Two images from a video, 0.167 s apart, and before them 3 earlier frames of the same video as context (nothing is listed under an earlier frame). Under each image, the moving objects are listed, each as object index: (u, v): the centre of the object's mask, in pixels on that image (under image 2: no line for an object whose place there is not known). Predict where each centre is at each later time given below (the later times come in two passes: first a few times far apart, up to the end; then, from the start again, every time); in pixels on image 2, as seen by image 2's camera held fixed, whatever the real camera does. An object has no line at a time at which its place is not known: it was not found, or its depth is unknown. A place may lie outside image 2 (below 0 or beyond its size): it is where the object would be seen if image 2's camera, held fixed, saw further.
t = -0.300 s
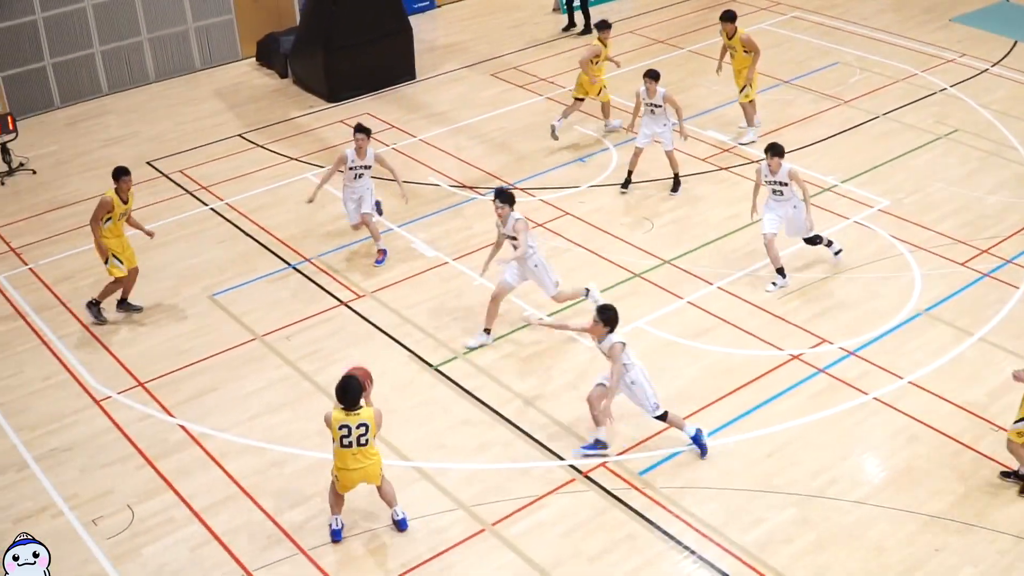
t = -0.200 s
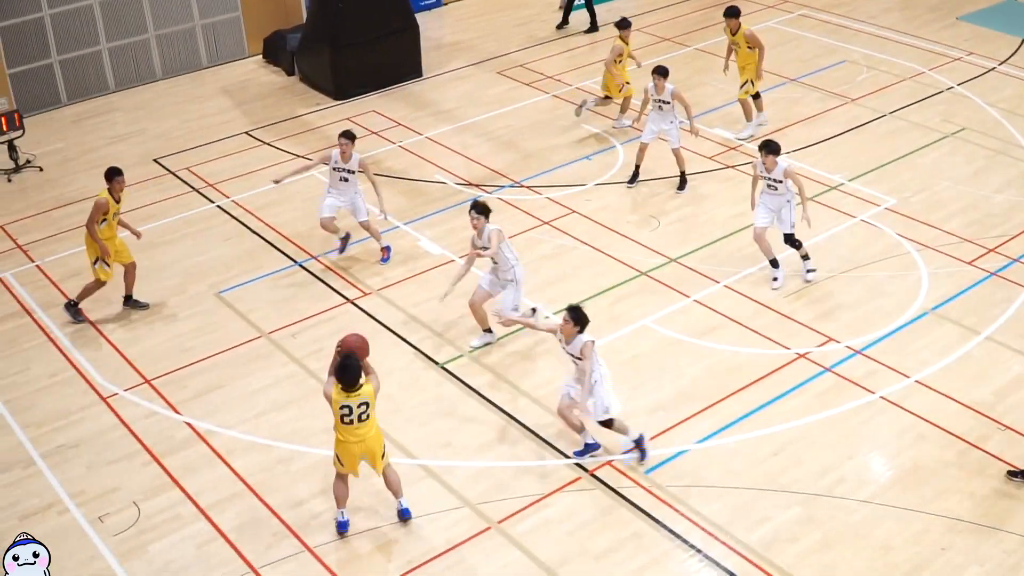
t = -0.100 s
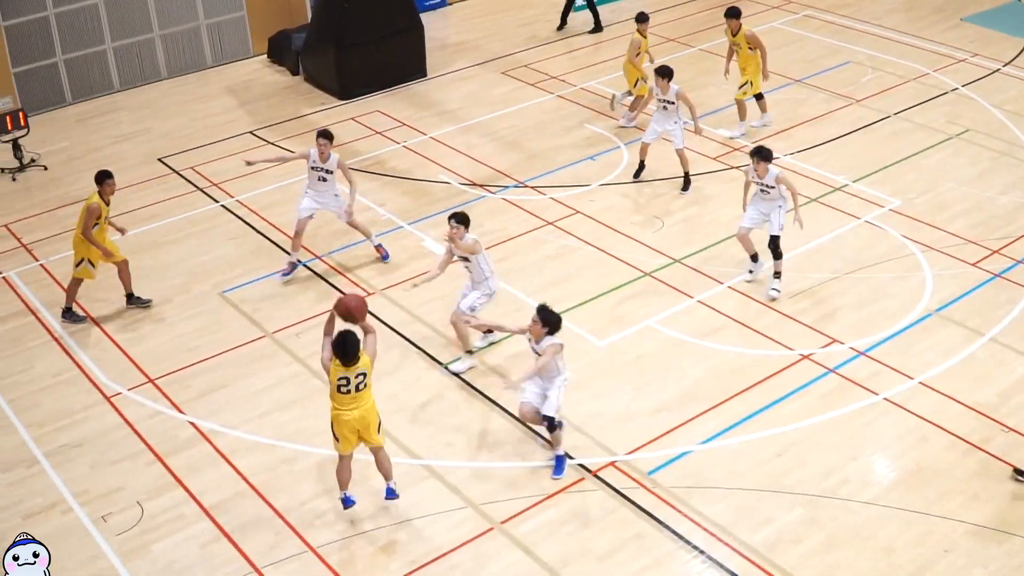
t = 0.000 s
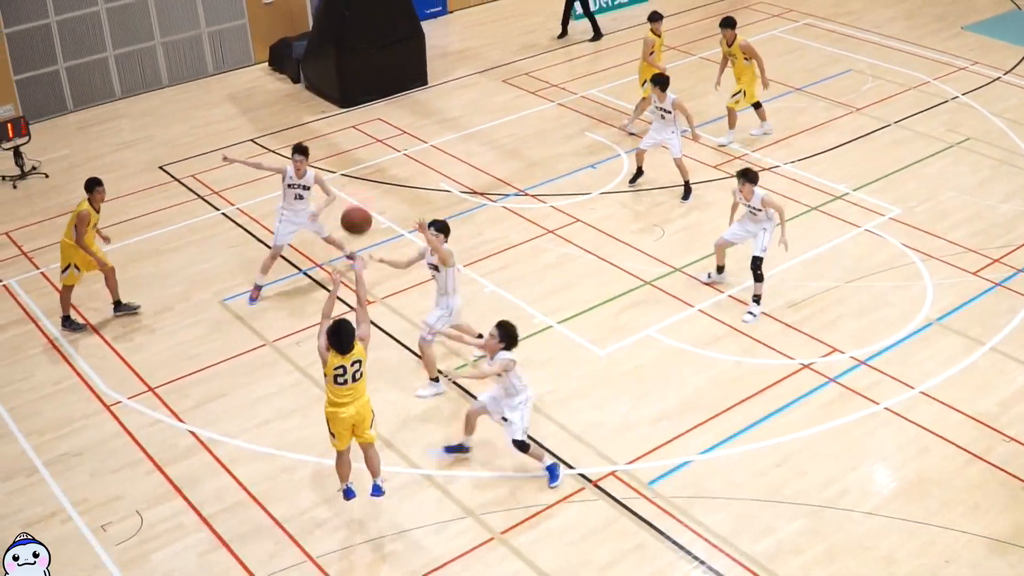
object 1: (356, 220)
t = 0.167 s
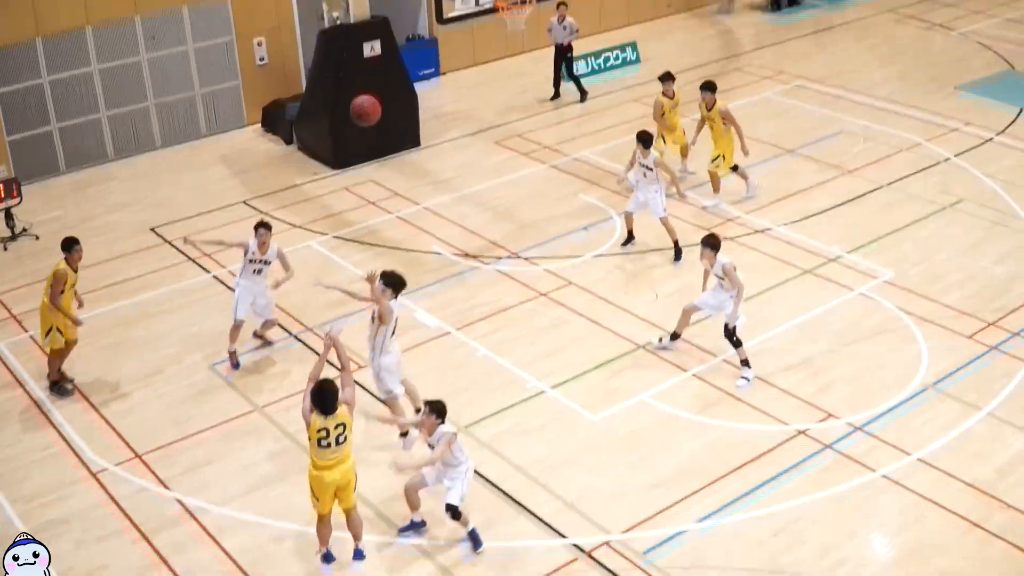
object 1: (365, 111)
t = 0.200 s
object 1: (369, 81)
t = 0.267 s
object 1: (377, 28)
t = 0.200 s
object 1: (369, 81)
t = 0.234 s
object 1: (373, 54)
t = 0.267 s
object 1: (377, 28)
